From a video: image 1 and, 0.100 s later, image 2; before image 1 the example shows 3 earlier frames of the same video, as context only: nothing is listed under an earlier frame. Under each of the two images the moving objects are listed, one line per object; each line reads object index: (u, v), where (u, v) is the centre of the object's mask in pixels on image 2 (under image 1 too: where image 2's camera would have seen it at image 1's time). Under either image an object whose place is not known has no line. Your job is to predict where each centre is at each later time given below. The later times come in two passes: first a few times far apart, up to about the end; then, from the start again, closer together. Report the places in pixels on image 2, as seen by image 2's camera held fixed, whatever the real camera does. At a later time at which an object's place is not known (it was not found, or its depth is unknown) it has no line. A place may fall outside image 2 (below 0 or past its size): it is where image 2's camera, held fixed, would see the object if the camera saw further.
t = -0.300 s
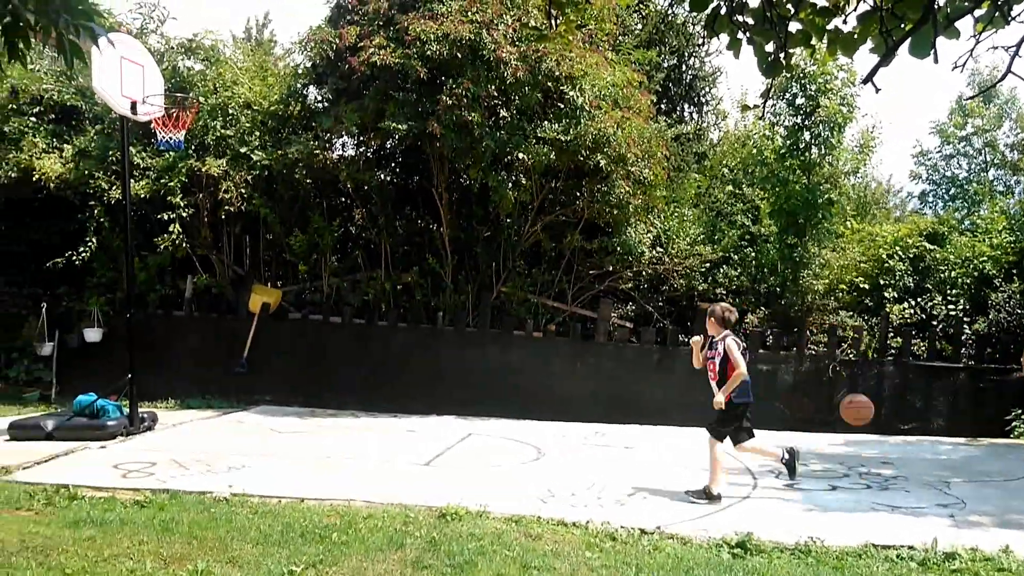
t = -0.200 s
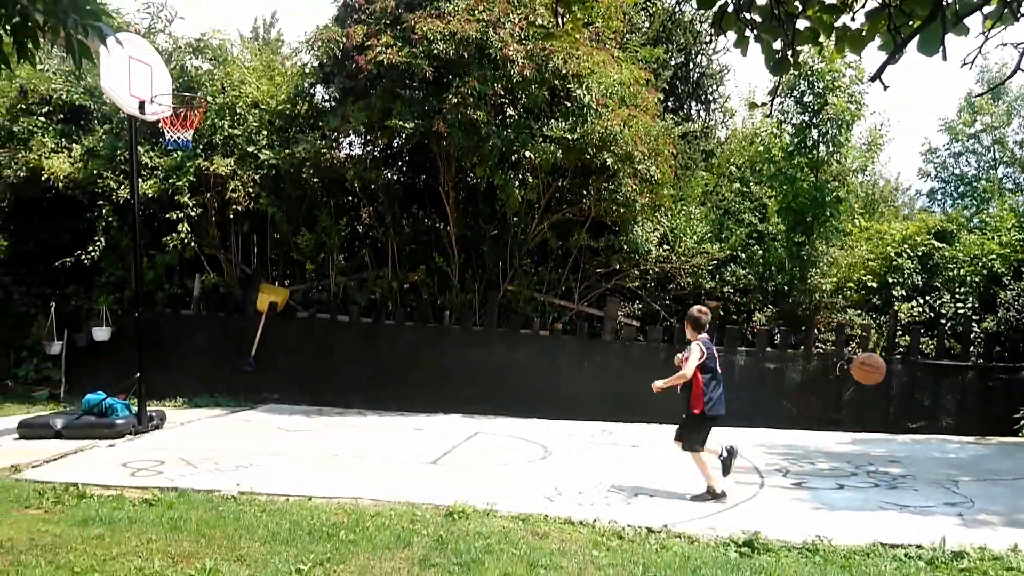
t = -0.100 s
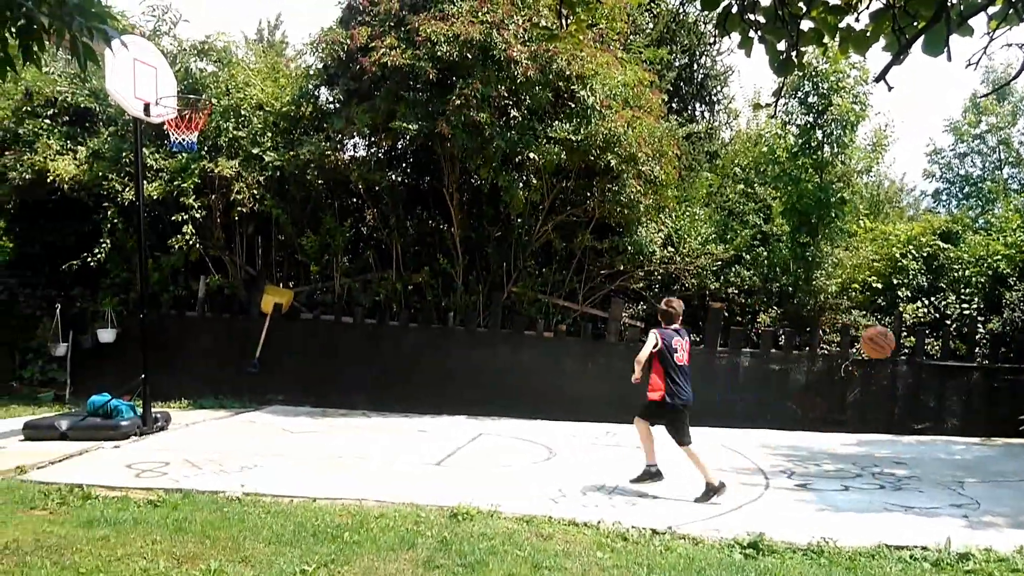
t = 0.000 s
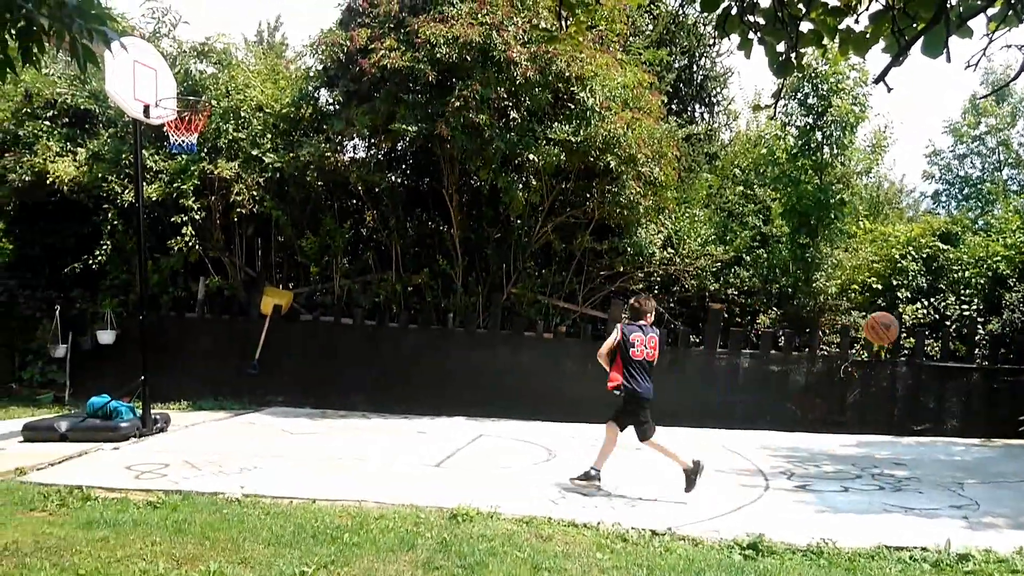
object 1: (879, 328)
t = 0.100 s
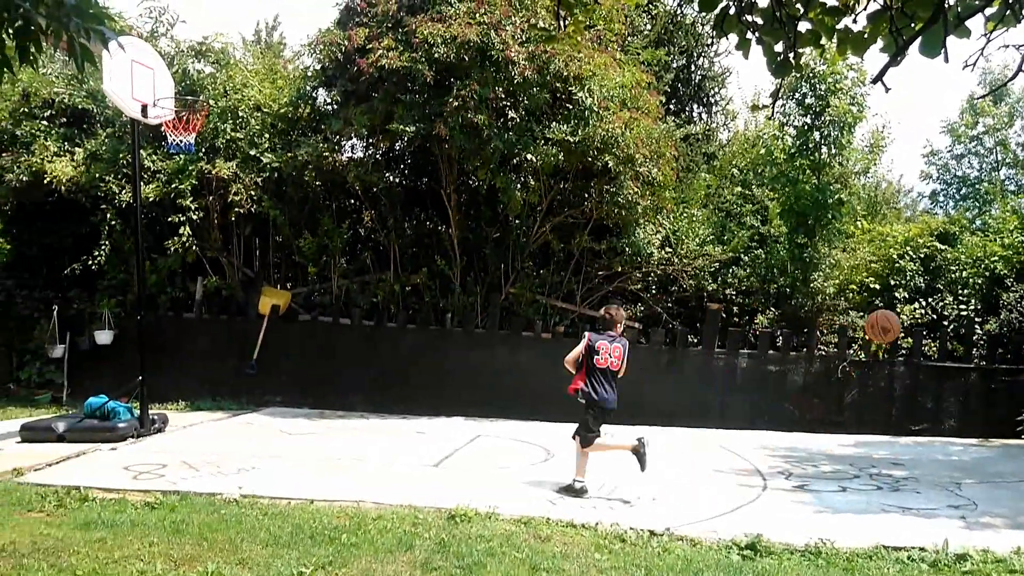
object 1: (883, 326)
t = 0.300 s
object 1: (892, 369)
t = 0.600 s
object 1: (908, 454)
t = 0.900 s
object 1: (928, 385)
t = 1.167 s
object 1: (947, 428)
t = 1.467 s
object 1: (976, 446)
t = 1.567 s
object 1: (988, 432)
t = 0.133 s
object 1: (885, 330)
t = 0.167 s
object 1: (886, 335)
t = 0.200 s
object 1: (887, 341)
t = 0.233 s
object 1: (889, 349)
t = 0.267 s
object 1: (891, 358)
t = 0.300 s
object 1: (892, 369)
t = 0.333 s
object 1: (893, 381)
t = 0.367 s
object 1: (895, 395)
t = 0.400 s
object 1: (897, 411)
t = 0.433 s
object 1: (898, 427)
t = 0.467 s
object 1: (900, 447)
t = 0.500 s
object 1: (902, 467)
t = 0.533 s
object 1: (904, 486)
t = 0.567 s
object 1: (906, 470)
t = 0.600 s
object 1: (908, 454)
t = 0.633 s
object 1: (910, 440)
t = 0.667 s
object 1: (911, 428)
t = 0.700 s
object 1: (914, 418)
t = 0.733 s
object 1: (916, 409)
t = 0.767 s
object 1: (918, 401)
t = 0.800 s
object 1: (921, 395)
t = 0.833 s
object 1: (923, 390)
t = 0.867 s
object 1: (926, 387)
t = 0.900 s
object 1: (928, 385)
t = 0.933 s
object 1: (930, 385)
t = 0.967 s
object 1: (933, 386)
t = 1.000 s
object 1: (935, 389)
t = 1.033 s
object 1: (937, 394)
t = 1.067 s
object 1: (940, 400)
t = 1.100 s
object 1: (942, 408)
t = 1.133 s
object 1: (944, 417)
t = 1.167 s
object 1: (947, 428)
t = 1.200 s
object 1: (949, 440)
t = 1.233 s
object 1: (952, 455)
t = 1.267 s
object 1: (954, 471)
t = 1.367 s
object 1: (964, 474)
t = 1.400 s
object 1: (968, 463)
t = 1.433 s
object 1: (972, 453)
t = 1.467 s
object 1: (976, 446)
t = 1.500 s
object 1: (980, 440)
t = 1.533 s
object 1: (984, 435)
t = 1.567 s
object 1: (988, 432)
